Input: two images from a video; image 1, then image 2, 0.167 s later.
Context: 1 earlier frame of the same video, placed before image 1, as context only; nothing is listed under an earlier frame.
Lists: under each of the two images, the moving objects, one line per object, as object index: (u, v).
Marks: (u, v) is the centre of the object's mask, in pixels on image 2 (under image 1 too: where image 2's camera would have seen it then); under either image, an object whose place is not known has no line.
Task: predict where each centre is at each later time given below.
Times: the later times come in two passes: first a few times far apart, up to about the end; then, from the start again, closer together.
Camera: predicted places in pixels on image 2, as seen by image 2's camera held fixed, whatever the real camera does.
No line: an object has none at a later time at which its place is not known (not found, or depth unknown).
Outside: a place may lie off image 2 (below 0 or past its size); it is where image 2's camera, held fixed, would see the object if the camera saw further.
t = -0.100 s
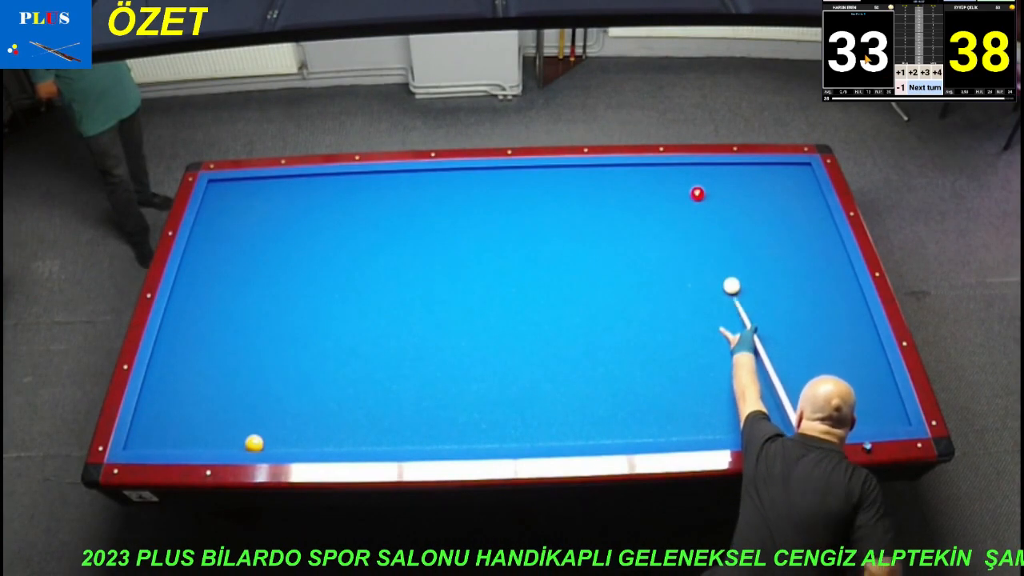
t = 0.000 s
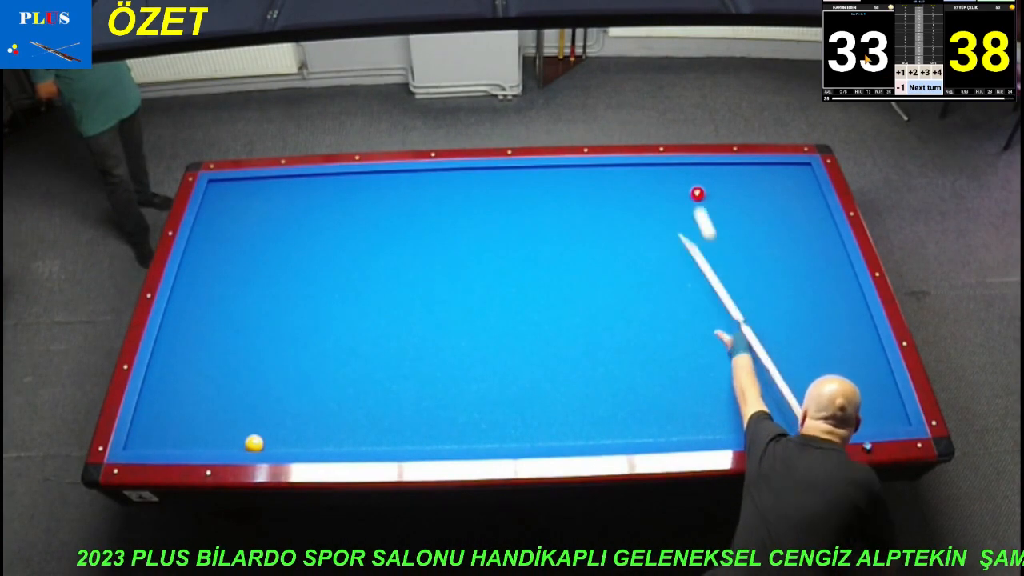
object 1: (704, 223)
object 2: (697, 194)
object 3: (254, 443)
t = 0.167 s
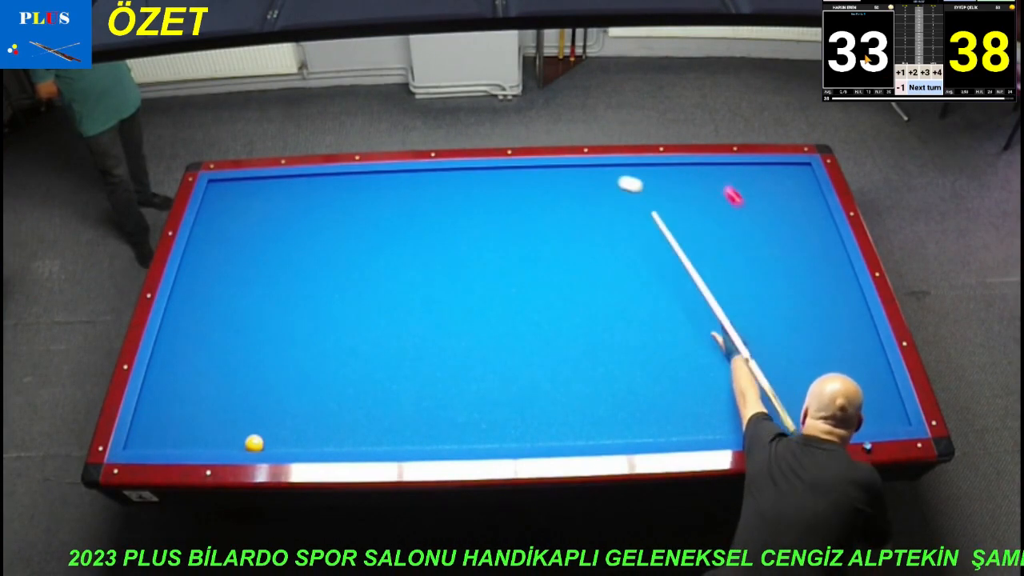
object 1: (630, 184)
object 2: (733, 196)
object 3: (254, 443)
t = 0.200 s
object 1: (616, 180)
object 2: (744, 208)
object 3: (254, 443)
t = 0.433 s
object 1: (521, 181)
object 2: (818, 296)
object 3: (254, 443)
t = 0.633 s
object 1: (436, 196)
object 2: (880, 373)
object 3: (254, 443)
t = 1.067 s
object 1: (250, 233)
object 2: (809, 354)
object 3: (254, 443)
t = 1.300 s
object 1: (213, 260)
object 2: (755, 312)
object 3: (254, 443)
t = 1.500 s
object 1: (253, 294)
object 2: (711, 279)
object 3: (254, 443)
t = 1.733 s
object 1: (298, 336)
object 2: (664, 243)
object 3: (254, 443)
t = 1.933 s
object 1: (341, 376)
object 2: (625, 215)
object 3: (254, 443)
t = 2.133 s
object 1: (388, 420)
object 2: (590, 189)
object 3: (254, 443)
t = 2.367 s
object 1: (450, 420)
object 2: (558, 176)
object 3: (254, 443)
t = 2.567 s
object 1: (502, 393)
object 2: (543, 190)
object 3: (254, 443)
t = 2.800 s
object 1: (559, 364)
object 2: (526, 205)
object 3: (254, 443)
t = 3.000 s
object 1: (604, 340)
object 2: (510, 219)
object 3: (254, 443)
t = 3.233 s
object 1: (653, 314)
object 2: (492, 235)
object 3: (254, 443)
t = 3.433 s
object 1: (693, 293)
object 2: (476, 250)
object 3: (254, 443)
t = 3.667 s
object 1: (736, 271)
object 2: (457, 267)
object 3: (254, 443)
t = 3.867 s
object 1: (770, 253)
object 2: (441, 281)
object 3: (254, 443)
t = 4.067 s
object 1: (801, 236)
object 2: (425, 296)
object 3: (254, 443)
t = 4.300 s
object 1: (822, 217)
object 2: (405, 314)
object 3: (254, 443)
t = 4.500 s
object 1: (795, 201)
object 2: (389, 329)
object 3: (254, 443)
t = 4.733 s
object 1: (766, 183)
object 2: (369, 347)
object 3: (254, 443)
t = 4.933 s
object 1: (742, 168)
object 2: (353, 363)
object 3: (254, 443)
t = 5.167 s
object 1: (723, 176)
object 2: (334, 381)
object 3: (254, 443)
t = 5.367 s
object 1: (707, 185)
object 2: (318, 397)
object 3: (254, 443)
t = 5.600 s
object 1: (689, 195)
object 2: (299, 414)
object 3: (254, 443)
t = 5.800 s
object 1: (673, 204)
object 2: (283, 430)
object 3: (254, 443)
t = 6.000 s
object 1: (656, 213)
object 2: (270, 442)
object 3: (252, 442)
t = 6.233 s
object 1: (637, 223)
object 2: (272, 440)
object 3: (244, 440)
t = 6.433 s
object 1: (621, 232)
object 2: (273, 435)
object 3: (238, 438)
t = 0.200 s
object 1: (616, 180)
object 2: (744, 208)
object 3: (254, 443)
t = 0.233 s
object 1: (603, 176)
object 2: (755, 221)
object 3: (254, 443)
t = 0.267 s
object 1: (590, 172)
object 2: (766, 234)
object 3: (254, 443)
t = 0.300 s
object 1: (577, 169)
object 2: (776, 246)
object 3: (254, 443)
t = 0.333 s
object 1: (563, 172)
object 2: (786, 259)
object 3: (254, 443)
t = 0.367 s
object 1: (550, 175)
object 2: (797, 271)
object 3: (254, 443)
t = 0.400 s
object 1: (535, 178)
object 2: (808, 284)
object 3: (254, 443)
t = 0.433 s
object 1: (521, 181)
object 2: (818, 296)
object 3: (254, 443)
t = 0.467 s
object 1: (507, 184)
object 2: (828, 309)
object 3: (254, 443)
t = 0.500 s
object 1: (493, 186)
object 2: (838, 321)
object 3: (254, 443)
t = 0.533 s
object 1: (479, 189)
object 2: (848, 334)
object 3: (254, 443)
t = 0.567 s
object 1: (465, 191)
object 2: (859, 347)
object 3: (254, 443)
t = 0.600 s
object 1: (451, 194)
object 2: (870, 360)
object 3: (254, 443)
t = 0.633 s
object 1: (436, 196)
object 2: (880, 373)
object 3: (254, 443)
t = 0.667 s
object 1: (422, 199)
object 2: (890, 387)
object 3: (254, 443)
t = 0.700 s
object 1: (407, 202)
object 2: (890, 400)
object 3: (254, 443)
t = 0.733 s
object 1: (393, 205)
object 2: (890, 413)
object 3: (254, 443)
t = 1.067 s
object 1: (250, 233)
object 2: (809, 354)
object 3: (254, 443)
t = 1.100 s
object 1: (236, 236)
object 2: (801, 348)
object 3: (254, 443)
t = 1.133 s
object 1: (221, 239)
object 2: (793, 342)
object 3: (254, 443)
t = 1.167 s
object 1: (208, 241)
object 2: (785, 335)
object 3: (254, 443)
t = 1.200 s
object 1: (194, 244)
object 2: (778, 330)
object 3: (254, 443)
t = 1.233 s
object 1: (196, 249)
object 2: (770, 323)
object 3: (254, 443)
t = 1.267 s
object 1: (204, 255)
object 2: (763, 317)
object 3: (254, 443)
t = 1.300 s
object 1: (213, 260)
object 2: (755, 312)
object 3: (254, 443)
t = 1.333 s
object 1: (221, 266)
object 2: (747, 306)
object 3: (254, 443)
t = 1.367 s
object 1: (228, 271)
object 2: (740, 300)
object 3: (254, 443)
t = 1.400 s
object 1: (235, 277)
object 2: (733, 295)
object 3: (254, 443)
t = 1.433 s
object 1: (241, 283)
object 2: (725, 289)
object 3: (254, 443)
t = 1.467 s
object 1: (248, 288)
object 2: (718, 284)
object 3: (254, 443)
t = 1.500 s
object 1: (253, 294)
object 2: (711, 279)
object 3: (254, 443)
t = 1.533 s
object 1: (260, 300)
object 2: (704, 273)
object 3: (254, 443)
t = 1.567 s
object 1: (266, 306)
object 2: (697, 268)
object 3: (254, 443)
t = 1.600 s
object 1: (272, 312)
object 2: (690, 263)
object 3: (254, 443)
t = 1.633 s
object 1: (279, 318)
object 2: (684, 258)
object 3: (254, 443)
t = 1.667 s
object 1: (285, 324)
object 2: (677, 253)
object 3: (254, 443)
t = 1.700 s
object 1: (292, 330)
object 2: (670, 248)
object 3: (254, 443)
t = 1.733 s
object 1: (298, 336)
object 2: (664, 243)
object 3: (254, 443)
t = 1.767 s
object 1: (305, 343)
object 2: (657, 238)
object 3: (254, 443)
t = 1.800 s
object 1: (312, 350)
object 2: (651, 233)
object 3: (254, 443)
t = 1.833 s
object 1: (319, 356)
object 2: (644, 229)
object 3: (254, 443)
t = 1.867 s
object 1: (327, 363)
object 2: (638, 224)
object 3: (254, 443)
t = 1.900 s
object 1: (334, 369)
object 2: (632, 219)
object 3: (254, 443)
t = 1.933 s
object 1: (341, 376)
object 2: (625, 215)
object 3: (254, 443)
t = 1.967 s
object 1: (349, 383)
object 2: (619, 210)
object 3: (254, 443)
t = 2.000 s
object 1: (356, 390)
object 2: (614, 206)
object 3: (254, 443)
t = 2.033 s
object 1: (364, 398)
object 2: (608, 202)
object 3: (254, 443)
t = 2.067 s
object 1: (372, 405)
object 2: (602, 198)
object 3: (254, 443)
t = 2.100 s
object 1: (381, 412)
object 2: (596, 193)
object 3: (254, 443)
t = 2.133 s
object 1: (388, 420)
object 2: (590, 189)
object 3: (254, 443)
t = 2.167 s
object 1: (397, 427)
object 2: (585, 186)
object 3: (254, 443)
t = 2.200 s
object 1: (405, 435)
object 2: (579, 181)
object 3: (254, 443)
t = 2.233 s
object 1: (414, 439)
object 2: (573, 177)
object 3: (254, 443)
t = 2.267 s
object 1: (424, 436)
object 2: (568, 173)
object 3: (254, 443)
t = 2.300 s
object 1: (433, 430)
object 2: (563, 171)
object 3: (254, 443)
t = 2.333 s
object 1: (441, 425)
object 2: (561, 173)
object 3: (254, 443)
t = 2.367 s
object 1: (450, 420)
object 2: (558, 176)
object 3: (254, 443)
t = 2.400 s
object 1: (459, 416)
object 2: (556, 178)
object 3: (254, 443)
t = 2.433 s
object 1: (468, 411)
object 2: (554, 181)
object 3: (254, 443)
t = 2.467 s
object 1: (476, 407)
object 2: (551, 183)
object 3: (254, 443)
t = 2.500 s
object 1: (485, 402)
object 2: (549, 185)
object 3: (254, 443)
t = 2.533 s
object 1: (493, 398)
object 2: (546, 188)
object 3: (254, 443)
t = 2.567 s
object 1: (502, 393)
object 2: (543, 190)
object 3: (254, 443)
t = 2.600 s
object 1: (510, 389)
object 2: (541, 192)
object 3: (254, 443)
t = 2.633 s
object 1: (518, 385)
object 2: (539, 194)
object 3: (254, 443)
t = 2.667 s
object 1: (527, 380)
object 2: (536, 196)
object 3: (254, 443)
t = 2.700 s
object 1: (535, 376)
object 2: (533, 199)
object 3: (254, 443)
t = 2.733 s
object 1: (543, 372)
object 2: (531, 201)
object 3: (254, 443)
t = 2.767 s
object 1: (551, 368)
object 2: (529, 203)
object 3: (254, 443)
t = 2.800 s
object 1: (559, 364)
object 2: (526, 205)
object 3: (254, 443)
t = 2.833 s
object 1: (566, 360)
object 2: (523, 207)
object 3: (254, 443)
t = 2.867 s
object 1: (574, 356)
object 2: (520, 210)
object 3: (254, 443)
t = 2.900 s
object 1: (582, 352)
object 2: (518, 212)
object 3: (254, 443)
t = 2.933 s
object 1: (589, 348)
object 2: (515, 214)
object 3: (254, 443)
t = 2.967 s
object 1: (597, 344)
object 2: (513, 217)
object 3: (254, 443)
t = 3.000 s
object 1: (604, 340)
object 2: (510, 219)
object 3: (254, 443)
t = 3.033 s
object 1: (611, 336)
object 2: (508, 221)
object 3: (254, 443)
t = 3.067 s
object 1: (618, 332)
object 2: (505, 224)
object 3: (254, 443)
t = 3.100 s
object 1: (626, 329)
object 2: (502, 226)
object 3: (254, 443)
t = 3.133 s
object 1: (633, 325)
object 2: (500, 228)
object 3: (254, 443)
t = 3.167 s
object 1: (640, 321)
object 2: (497, 231)
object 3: (254, 443)
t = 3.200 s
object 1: (647, 317)
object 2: (494, 233)
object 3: (254, 443)
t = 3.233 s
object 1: (653, 314)
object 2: (492, 235)
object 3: (254, 443)
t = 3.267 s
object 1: (660, 310)
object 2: (489, 238)
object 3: (254, 443)
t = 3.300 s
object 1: (667, 307)
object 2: (486, 240)
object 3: (254, 443)
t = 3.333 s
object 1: (674, 303)
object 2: (484, 242)
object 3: (254, 443)
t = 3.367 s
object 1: (680, 300)
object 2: (481, 245)
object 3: (254, 443)
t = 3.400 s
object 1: (687, 297)
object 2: (478, 247)
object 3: (254, 443)
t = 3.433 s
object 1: (693, 293)
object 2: (476, 250)
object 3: (254, 443)
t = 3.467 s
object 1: (699, 290)
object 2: (473, 252)
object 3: (254, 443)
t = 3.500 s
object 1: (705, 287)
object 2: (470, 255)
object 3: (254, 443)
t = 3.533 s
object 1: (711, 284)
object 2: (468, 257)
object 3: (254, 443)
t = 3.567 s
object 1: (718, 280)
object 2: (465, 259)
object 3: (254, 443)
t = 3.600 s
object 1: (724, 277)
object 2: (462, 262)
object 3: (254, 443)
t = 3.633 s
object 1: (730, 274)
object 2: (460, 264)
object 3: (254, 443)
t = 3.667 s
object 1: (736, 271)
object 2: (457, 267)
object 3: (254, 443)
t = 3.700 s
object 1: (741, 268)
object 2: (454, 269)
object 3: (254, 443)
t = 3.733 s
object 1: (747, 265)
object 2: (452, 272)
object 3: (254, 443)
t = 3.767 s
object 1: (753, 262)
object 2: (449, 274)
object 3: (254, 443)
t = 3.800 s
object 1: (759, 259)
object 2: (446, 276)
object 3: (254, 443)
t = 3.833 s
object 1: (764, 256)
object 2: (444, 279)
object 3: (254, 443)
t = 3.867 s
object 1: (770, 253)
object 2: (441, 281)
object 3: (254, 443)
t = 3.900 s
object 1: (775, 250)
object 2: (438, 284)
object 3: (254, 443)
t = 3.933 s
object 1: (780, 247)
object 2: (435, 287)
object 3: (254, 443)
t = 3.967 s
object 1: (786, 244)
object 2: (433, 289)
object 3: (254, 443)
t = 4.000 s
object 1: (791, 242)
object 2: (430, 291)
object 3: (254, 443)
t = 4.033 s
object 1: (796, 239)
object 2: (427, 294)
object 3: (254, 443)
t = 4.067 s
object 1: (801, 236)
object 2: (425, 296)
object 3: (254, 443)
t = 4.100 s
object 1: (806, 233)
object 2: (422, 299)
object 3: (254, 443)
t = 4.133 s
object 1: (811, 231)
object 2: (419, 301)
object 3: (254, 443)
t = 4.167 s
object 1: (816, 228)
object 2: (416, 304)
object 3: (254, 443)
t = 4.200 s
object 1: (821, 226)
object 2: (414, 306)
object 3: (254, 443)
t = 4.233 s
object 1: (826, 223)
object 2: (411, 309)
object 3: (254, 443)
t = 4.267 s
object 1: (827, 220)
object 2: (408, 311)
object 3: (254, 443)
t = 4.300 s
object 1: (822, 217)
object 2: (405, 314)
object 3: (254, 443)
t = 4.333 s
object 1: (817, 215)
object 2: (403, 316)
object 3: (254, 443)
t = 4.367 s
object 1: (812, 212)
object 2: (400, 319)
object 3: (254, 443)
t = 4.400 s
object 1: (808, 209)
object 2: (397, 322)
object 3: (254, 443)
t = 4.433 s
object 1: (803, 206)
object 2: (394, 324)
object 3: (254, 443)
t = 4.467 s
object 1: (799, 203)
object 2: (391, 327)
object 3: (254, 443)
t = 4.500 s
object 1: (795, 201)
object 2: (389, 329)
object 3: (254, 443)
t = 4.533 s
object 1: (790, 198)
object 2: (386, 332)
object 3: (254, 443)
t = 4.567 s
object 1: (786, 195)
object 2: (383, 334)
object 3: (254, 443)
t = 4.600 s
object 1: (782, 193)
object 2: (380, 337)
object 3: (254, 443)
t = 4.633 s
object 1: (778, 190)
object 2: (378, 340)
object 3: (254, 443)
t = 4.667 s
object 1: (774, 187)
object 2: (375, 342)
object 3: (254, 443)
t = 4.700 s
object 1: (770, 185)
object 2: (372, 345)
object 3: (254, 443)
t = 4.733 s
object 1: (766, 183)
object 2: (369, 347)
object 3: (254, 443)
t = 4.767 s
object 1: (762, 180)
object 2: (367, 350)
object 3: (254, 443)
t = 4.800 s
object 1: (758, 177)
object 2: (364, 353)
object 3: (254, 443)
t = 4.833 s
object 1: (754, 175)
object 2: (361, 355)
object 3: (254, 443)
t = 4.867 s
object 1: (750, 173)
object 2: (358, 358)
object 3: (254, 443)
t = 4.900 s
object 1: (746, 170)
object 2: (356, 360)
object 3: (254, 443)
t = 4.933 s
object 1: (742, 168)
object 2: (353, 363)
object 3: (254, 443)
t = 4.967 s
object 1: (738, 167)
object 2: (350, 365)
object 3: (254, 443)
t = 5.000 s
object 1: (736, 168)
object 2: (348, 368)
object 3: (254, 443)
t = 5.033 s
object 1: (733, 170)
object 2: (345, 371)
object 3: (254, 443)
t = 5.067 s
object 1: (731, 171)
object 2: (342, 373)
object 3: (254, 443)
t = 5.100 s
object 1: (728, 173)
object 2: (340, 375)
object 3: (254, 443)
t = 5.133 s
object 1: (725, 174)
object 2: (337, 378)
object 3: (254, 443)
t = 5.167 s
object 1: (723, 176)
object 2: (334, 381)
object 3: (254, 443)
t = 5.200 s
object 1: (720, 177)
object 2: (331, 383)
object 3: (254, 443)
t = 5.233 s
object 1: (718, 179)
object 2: (329, 386)
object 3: (254, 443)
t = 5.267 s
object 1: (715, 180)
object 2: (326, 389)
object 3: (254, 443)
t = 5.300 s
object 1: (713, 181)
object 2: (323, 391)
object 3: (254, 443)
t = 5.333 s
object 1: (710, 183)
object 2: (320, 394)
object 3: (254, 443)
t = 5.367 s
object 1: (707, 185)
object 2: (318, 397)
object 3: (254, 443)
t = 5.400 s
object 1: (705, 186)
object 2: (315, 399)
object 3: (254, 443)
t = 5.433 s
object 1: (702, 187)
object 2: (312, 402)
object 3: (254, 443)
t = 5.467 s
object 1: (699, 189)
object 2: (309, 404)
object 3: (254, 443)
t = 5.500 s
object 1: (697, 190)
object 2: (307, 407)
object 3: (254, 443)
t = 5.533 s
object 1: (694, 192)
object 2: (304, 409)
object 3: (254, 443)
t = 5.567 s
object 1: (691, 193)
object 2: (302, 412)
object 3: (254, 443)
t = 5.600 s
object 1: (689, 195)
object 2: (299, 414)
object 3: (254, 443)
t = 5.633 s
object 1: (686, 196)
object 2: (296, 417)
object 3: (254, 443)
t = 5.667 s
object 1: (683, 198)
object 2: (294, 420)
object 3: (254, 443)
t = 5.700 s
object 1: (681, 199)
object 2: (291, 422)
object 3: (254, 443)
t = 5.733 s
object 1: (678, 201)
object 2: (288, 425)
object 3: (254, 443)
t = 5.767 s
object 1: (675, 202)
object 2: (285, 427)
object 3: (254, 443)
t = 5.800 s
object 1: (673, 204)
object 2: (283, 430)
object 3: (254, 443)
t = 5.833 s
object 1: (670, 205)
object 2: (280, 433)
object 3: (254, 443)
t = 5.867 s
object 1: (667, 207)
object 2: (278, 435)
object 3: (254, 443)
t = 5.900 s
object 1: (664, 208)
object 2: (276, 437)
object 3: (254, 443)
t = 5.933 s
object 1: (662, 210)
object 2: (272, 440)
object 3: (254, 443)
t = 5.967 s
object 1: (659, 211)
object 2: (271, 441)
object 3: (253, 443)
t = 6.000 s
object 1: (656, 213)
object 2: (270, 442)
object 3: (252, 442)
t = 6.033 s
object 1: (654, 214)
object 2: (270, 443)
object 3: (251, 442)
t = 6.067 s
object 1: (651, 216)
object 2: (270, 443)
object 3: (250, 442)
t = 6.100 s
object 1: (648, 217)
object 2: (271, 442)
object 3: (249, 442)
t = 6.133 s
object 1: (646, 219)
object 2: (271, 442)
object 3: (247, 441)
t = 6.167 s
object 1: (643, 220)
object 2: (271, 441)
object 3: (246, 441)
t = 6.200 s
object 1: (640, 222)
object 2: (271, 440)
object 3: (245, 441)
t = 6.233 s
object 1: (637, 223)
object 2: (272, 440)
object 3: (244, 440)
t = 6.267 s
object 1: (634, 225)
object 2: (272, 439)
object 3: (243, 440)
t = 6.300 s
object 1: (632, 226)
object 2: (272, 438)
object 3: (242, 440)
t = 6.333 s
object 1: (629, 227)
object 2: (273, 437)
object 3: (241, 439)
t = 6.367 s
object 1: (626, 229)
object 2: (273, 436)
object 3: (240, 439)
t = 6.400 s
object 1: (623, 231)
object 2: (273, 435)
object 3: (239, 439)
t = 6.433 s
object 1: (621, 232)
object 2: (273, 435)
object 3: (238, 438)
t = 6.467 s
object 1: (618, 234)
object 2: (273, 433)
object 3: (237, 438)
